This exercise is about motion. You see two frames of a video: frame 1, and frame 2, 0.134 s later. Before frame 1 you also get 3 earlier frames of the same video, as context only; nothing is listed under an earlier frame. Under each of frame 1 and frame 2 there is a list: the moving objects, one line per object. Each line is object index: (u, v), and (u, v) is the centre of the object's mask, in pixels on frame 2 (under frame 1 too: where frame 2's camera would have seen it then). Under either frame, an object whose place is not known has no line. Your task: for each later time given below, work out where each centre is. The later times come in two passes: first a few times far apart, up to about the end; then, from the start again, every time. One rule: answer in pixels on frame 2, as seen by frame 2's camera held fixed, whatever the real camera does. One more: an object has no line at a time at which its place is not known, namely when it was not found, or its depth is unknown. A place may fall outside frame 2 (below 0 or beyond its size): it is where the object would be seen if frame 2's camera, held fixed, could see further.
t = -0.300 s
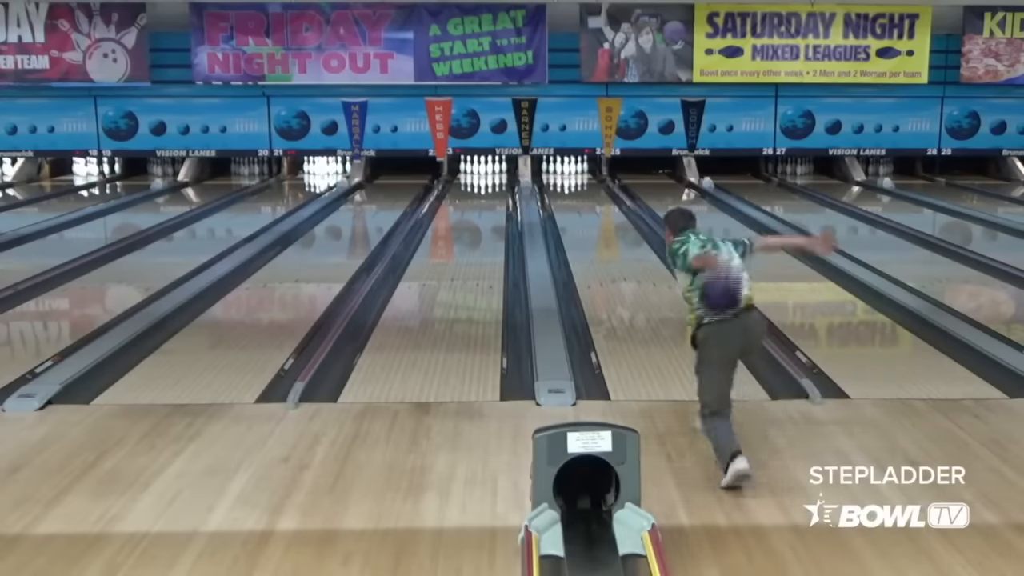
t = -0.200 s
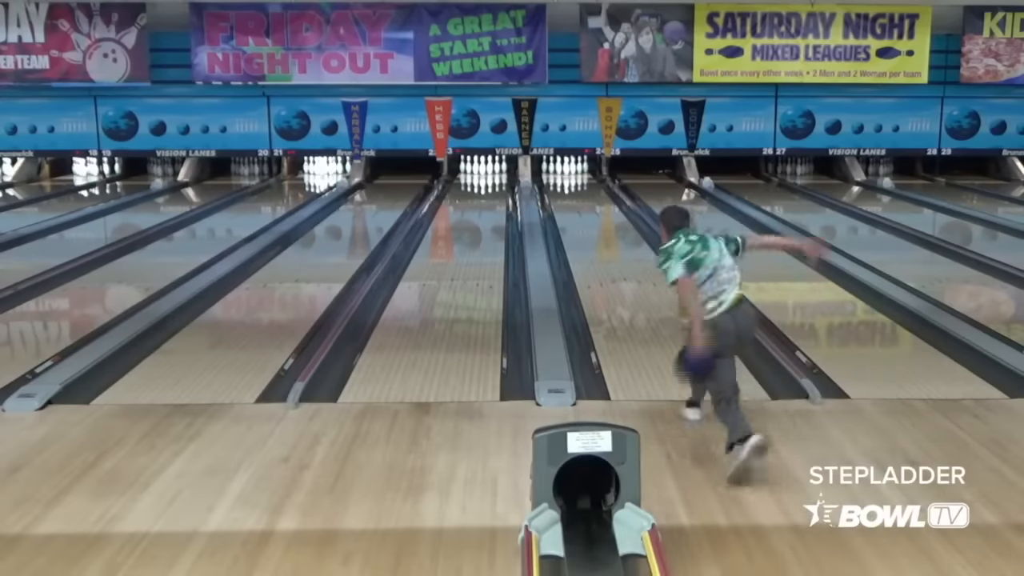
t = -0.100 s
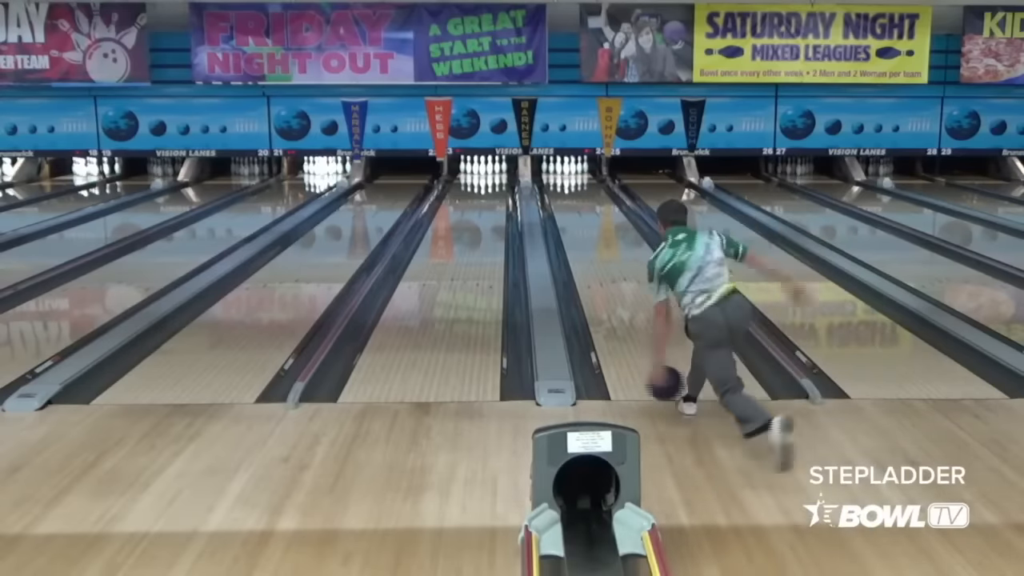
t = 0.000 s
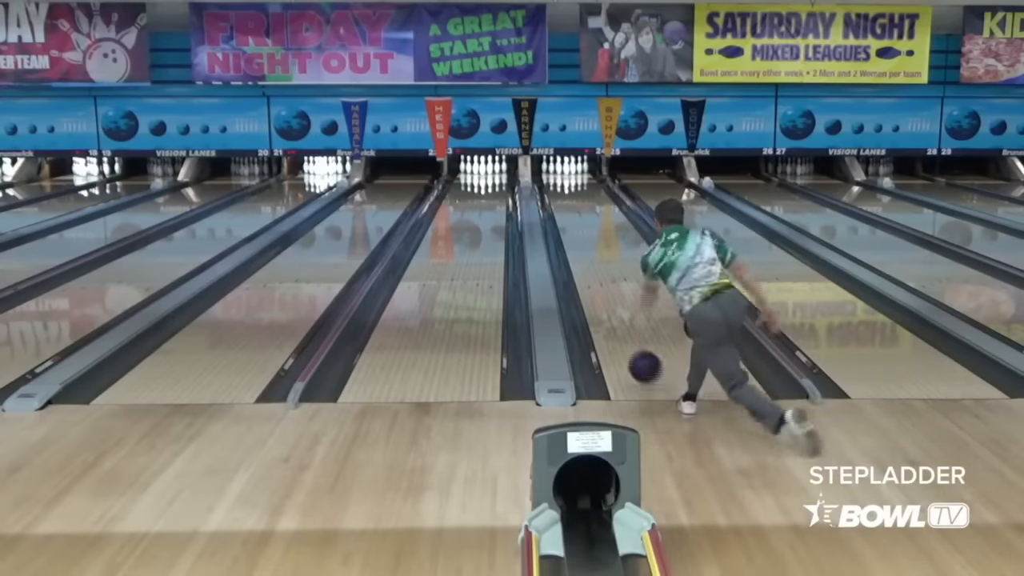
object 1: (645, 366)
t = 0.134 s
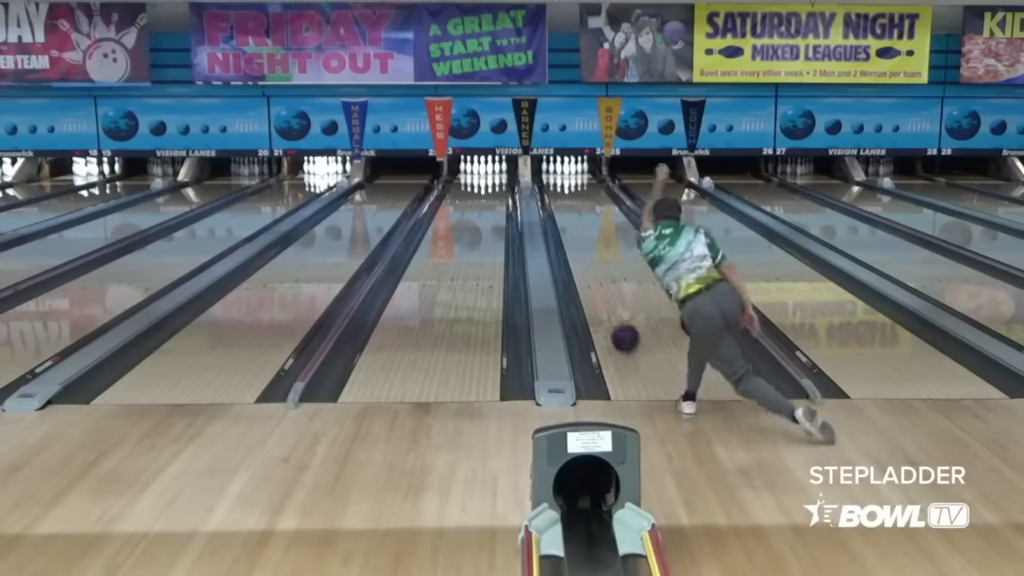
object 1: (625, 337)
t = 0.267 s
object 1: (610, 309)
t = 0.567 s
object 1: (587, 265)
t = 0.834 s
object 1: (574, 238)
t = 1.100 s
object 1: (565, 217)
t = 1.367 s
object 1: (560, 203)
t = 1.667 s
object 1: (558, 190)
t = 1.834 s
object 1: (558, 184)
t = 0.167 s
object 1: (621, 330)
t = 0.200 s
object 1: (617, 323)
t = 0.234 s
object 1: (613, 316)
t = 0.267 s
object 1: (610, 309)
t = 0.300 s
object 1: (607, 303)
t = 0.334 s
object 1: (604, 298)
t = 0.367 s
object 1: (601, 293)
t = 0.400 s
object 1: (598, 287)
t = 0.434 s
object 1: (596, 282)
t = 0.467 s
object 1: (593, 277)
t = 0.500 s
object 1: (591, 273)
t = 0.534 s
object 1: (589, 269)
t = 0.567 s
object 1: (587, 265)
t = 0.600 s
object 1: (585, 260)
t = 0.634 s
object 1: (583, 256)
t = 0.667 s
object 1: (581, 253)
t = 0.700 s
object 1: (580, 250)
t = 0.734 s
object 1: (578, 246)
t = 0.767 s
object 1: (576, 243)
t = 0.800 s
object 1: (575, 240)
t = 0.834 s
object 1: (574, 238)
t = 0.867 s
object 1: (572, 235)
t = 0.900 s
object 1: (571, 232)
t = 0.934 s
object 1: (570, 229)
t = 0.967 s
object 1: (569, 226)
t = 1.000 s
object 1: (568, 224)
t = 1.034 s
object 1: (567, 222)
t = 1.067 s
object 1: (566, 220)
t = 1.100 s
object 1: (565, 217)
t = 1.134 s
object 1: (564, 215)
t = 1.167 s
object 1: (564, 213)
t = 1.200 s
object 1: (563, 211)
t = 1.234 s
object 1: (562, 210)
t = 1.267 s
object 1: (562, 208)
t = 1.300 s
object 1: (561, 206)
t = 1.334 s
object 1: (561, 204)
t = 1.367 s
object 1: (560, 203)
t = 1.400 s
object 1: (559, 201)
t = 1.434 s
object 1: (559, 199)
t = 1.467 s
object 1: (559, 198)
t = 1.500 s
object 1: (559, 197)
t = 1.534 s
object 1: (559, 195)
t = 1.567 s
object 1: (558, 194)
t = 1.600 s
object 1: (559, 193)
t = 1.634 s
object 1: (558, 191)
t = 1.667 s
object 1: (558, 190)
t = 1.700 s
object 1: (558, 189)
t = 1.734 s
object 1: (558, 187)
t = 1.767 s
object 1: (558, 186)
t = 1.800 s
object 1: (558, 185)
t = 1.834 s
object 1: (558, 184)
